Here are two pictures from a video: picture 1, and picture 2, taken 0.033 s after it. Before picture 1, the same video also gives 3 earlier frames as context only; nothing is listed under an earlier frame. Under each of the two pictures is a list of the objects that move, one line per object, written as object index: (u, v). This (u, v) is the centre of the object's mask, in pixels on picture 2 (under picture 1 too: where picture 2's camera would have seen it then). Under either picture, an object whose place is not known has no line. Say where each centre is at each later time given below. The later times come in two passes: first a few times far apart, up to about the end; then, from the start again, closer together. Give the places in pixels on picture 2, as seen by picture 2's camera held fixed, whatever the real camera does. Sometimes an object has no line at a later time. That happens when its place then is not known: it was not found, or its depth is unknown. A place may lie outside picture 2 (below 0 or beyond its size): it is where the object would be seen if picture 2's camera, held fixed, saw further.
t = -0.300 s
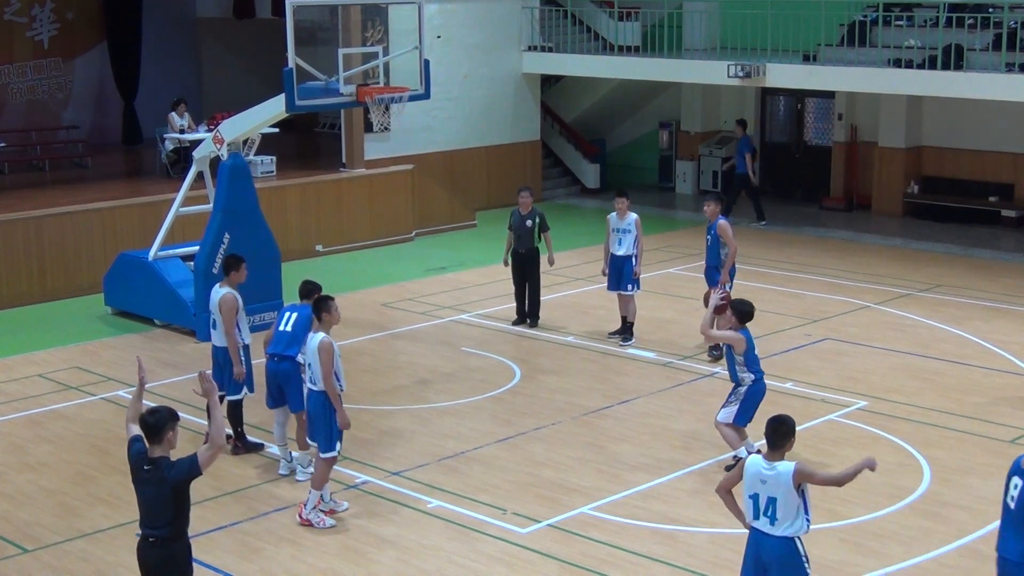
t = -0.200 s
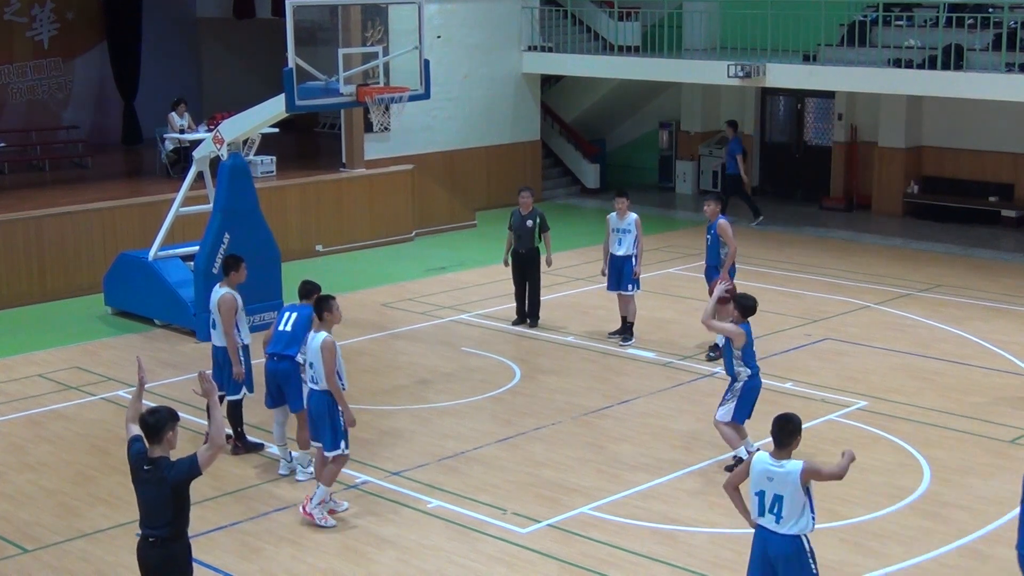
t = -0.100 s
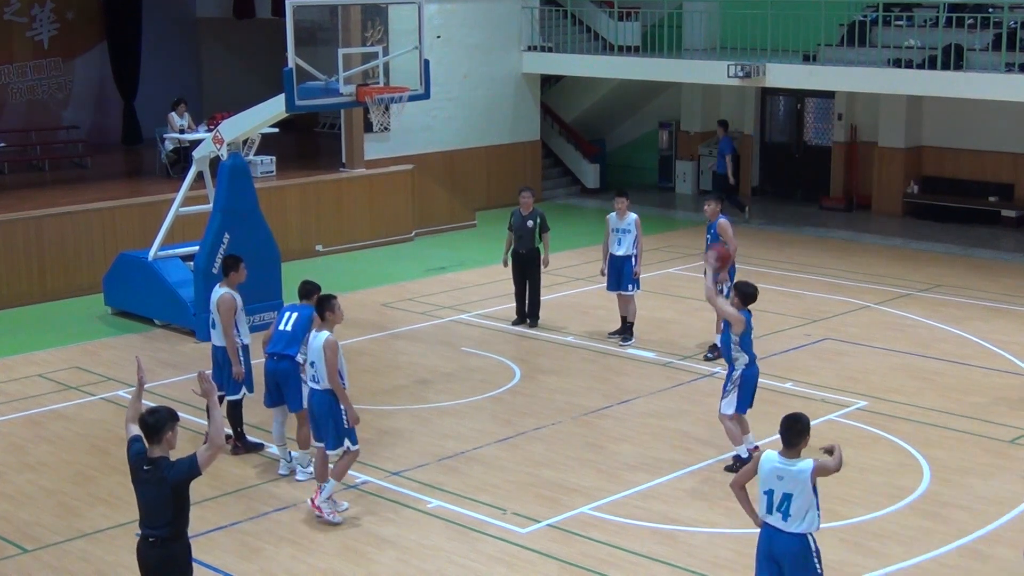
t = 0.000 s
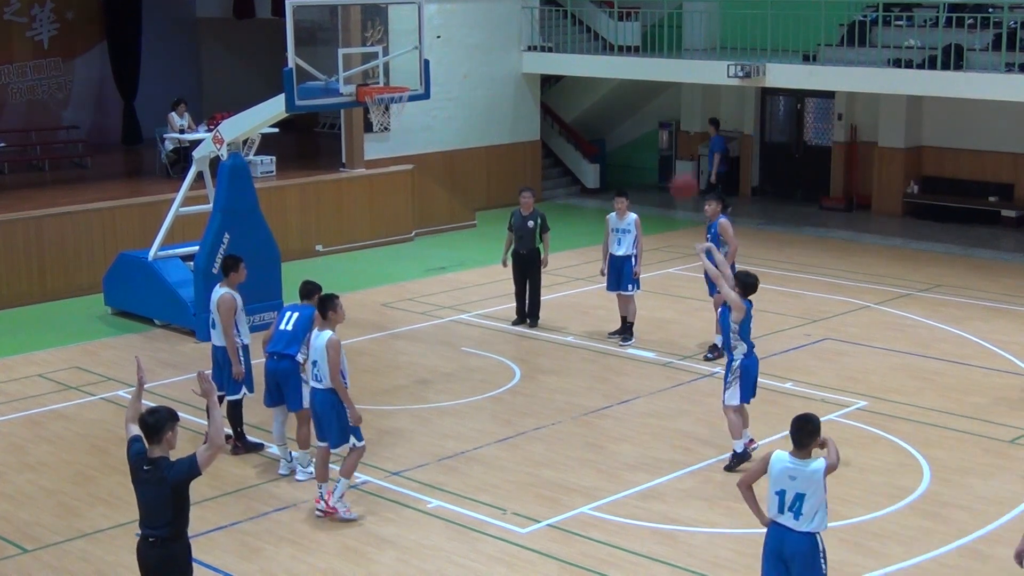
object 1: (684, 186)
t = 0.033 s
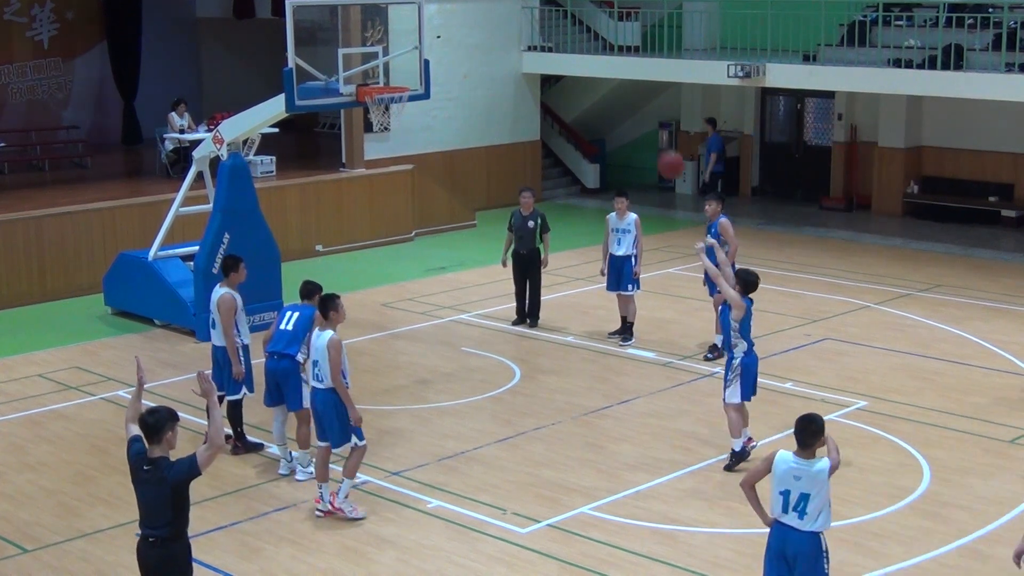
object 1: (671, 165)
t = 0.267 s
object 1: (588, 52)
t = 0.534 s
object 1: (500, 6)
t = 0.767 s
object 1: (433, 20)
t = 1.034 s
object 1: (391, 89)
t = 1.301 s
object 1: (393, 163)
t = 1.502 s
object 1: (387, 256)
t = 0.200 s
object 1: (611, 77)
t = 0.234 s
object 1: (599, 64)
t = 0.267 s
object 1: (588, 52)
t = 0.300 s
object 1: (576, 40)
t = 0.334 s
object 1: (565, 31)
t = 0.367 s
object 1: (554, 24)
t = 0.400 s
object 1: (543, 17)
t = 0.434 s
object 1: (532, 12)
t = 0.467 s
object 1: (521, 9)
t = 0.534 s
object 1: (500, 6)
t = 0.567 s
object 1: (490, 6)
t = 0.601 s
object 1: (480, 6)
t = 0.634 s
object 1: (470, 7)
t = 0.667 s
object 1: (461, 8)
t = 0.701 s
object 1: (451, 10)
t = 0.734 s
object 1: (442, 15)
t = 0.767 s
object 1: (433, 20)
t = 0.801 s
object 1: (423, 28)
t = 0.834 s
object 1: (415, 35)
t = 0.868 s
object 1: (406, 44)
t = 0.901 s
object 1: (398, 54)
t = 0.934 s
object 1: (389, 65)
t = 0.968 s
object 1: (381, 77)
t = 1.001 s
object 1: (376, 83)
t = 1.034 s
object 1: (391, 89)
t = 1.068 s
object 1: (403, 102)
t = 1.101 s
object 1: (401, 107)
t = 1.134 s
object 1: (399, 113)
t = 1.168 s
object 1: (399, 128)
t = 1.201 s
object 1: (396, 131)
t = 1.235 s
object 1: (395, 141)
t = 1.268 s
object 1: (394, 151)
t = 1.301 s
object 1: (393, 163)
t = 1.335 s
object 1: (392, 176)
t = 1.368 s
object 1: (391, 190)
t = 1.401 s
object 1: (390, 205)
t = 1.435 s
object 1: (389, 221)
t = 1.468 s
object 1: (388, 238)
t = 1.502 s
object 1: (387, 256)
